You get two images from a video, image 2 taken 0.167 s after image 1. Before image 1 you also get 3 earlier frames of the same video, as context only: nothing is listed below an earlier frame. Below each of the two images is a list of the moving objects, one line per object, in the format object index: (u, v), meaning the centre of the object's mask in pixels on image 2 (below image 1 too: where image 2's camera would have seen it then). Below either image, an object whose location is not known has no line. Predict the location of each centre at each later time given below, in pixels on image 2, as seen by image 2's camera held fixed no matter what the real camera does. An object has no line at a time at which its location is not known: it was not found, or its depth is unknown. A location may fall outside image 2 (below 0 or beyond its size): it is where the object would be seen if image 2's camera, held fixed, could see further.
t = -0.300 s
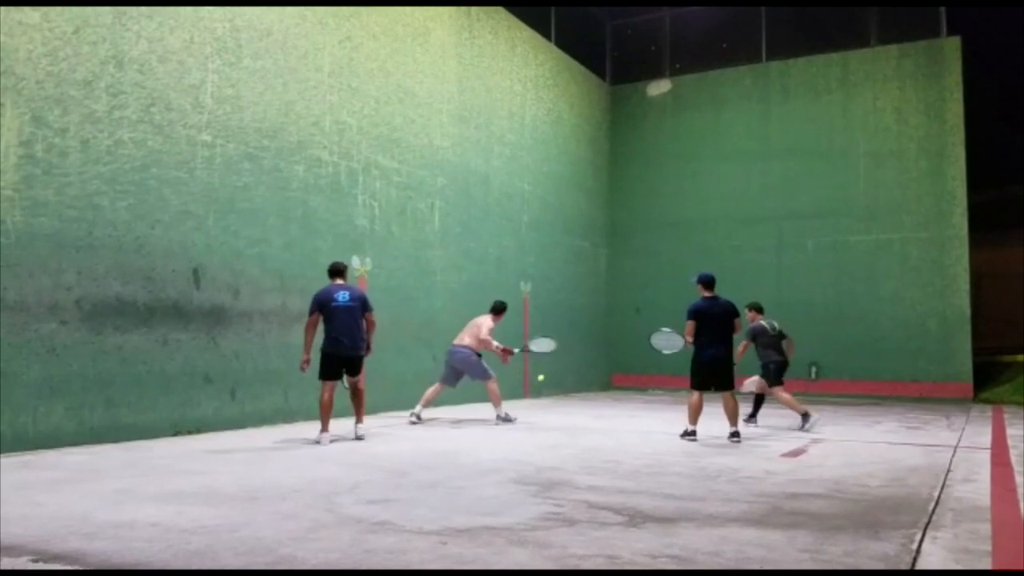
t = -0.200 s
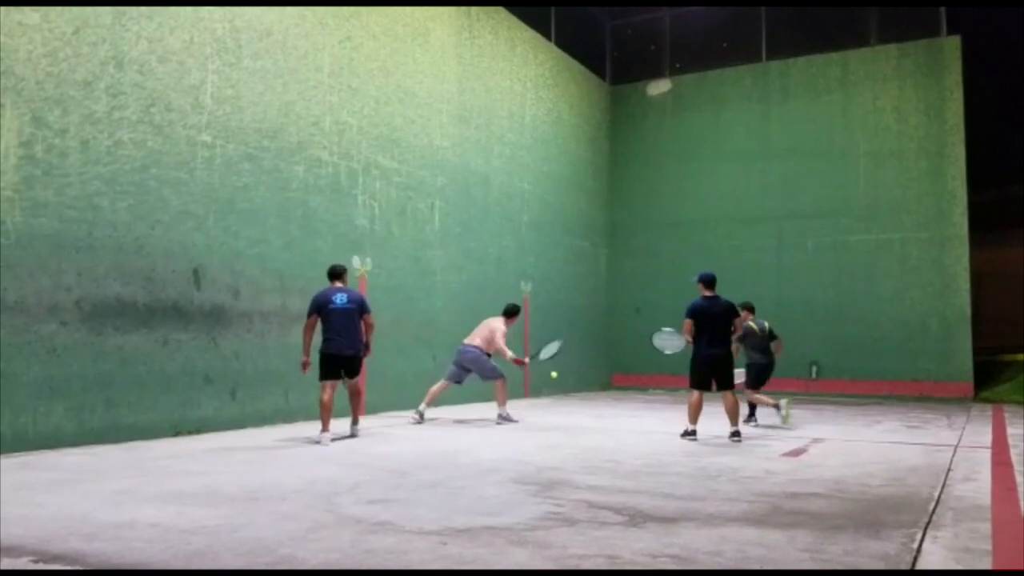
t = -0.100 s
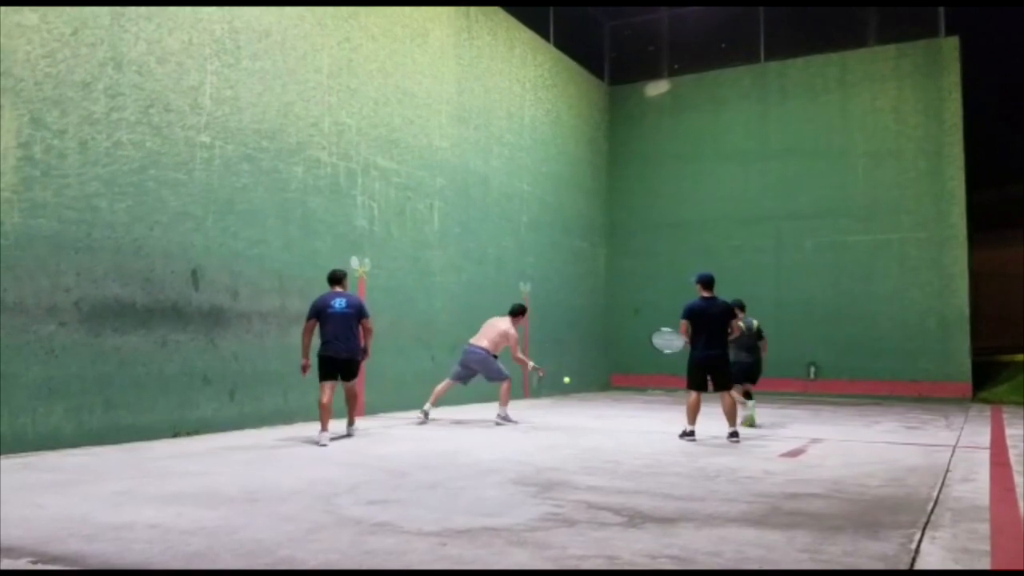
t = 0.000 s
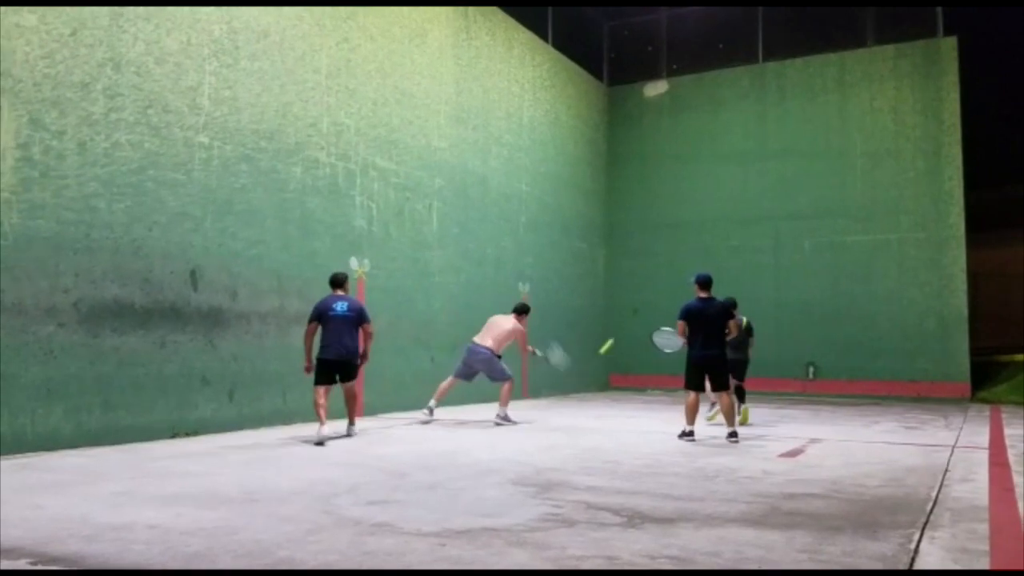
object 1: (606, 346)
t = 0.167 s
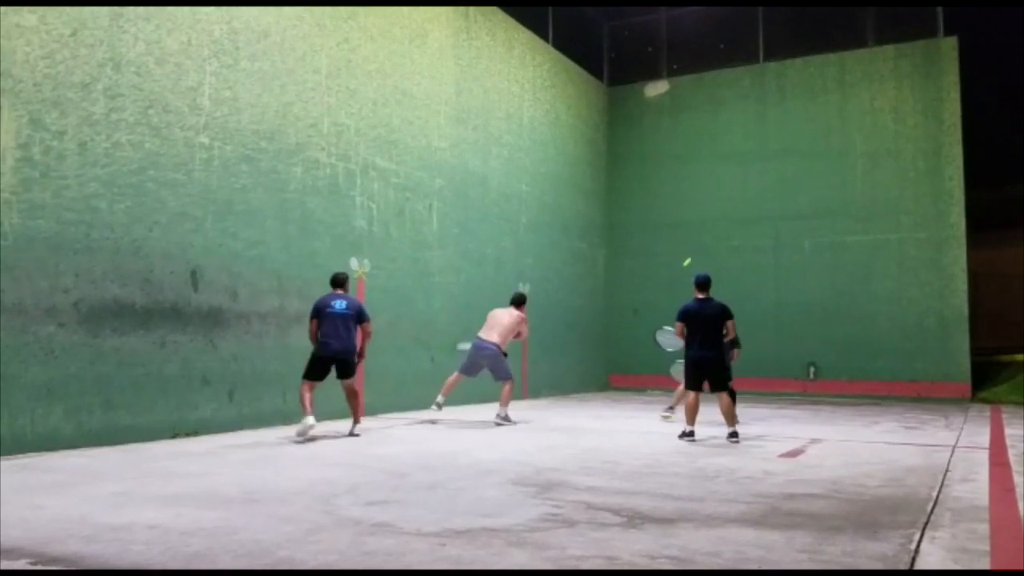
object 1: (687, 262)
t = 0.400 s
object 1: (701, 211)
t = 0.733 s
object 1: (604, 170)
